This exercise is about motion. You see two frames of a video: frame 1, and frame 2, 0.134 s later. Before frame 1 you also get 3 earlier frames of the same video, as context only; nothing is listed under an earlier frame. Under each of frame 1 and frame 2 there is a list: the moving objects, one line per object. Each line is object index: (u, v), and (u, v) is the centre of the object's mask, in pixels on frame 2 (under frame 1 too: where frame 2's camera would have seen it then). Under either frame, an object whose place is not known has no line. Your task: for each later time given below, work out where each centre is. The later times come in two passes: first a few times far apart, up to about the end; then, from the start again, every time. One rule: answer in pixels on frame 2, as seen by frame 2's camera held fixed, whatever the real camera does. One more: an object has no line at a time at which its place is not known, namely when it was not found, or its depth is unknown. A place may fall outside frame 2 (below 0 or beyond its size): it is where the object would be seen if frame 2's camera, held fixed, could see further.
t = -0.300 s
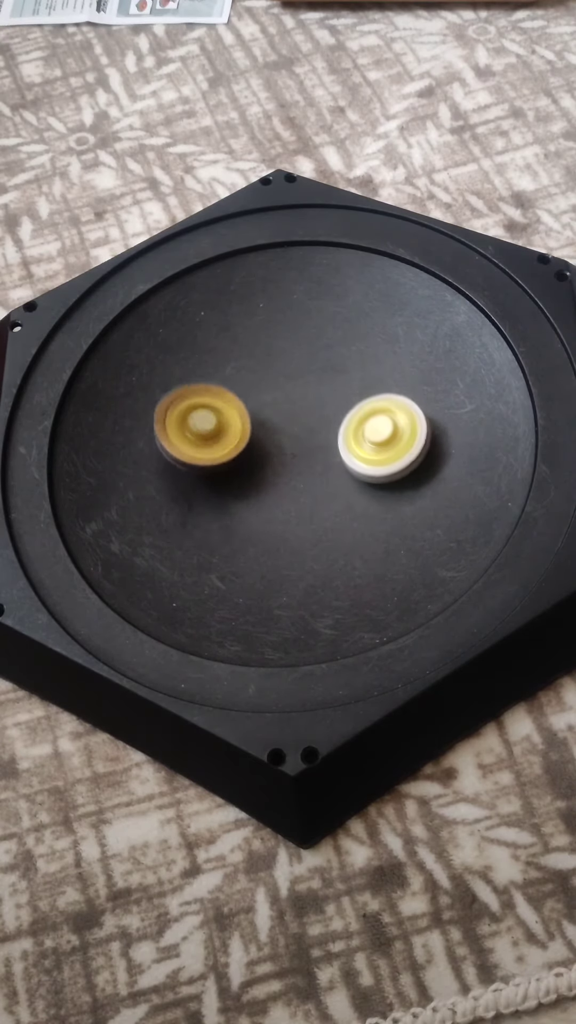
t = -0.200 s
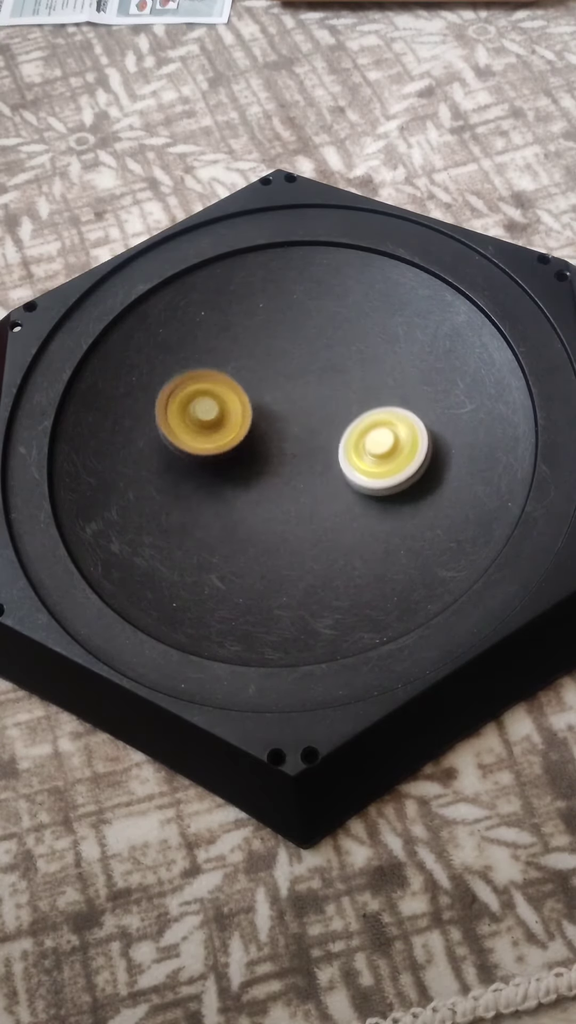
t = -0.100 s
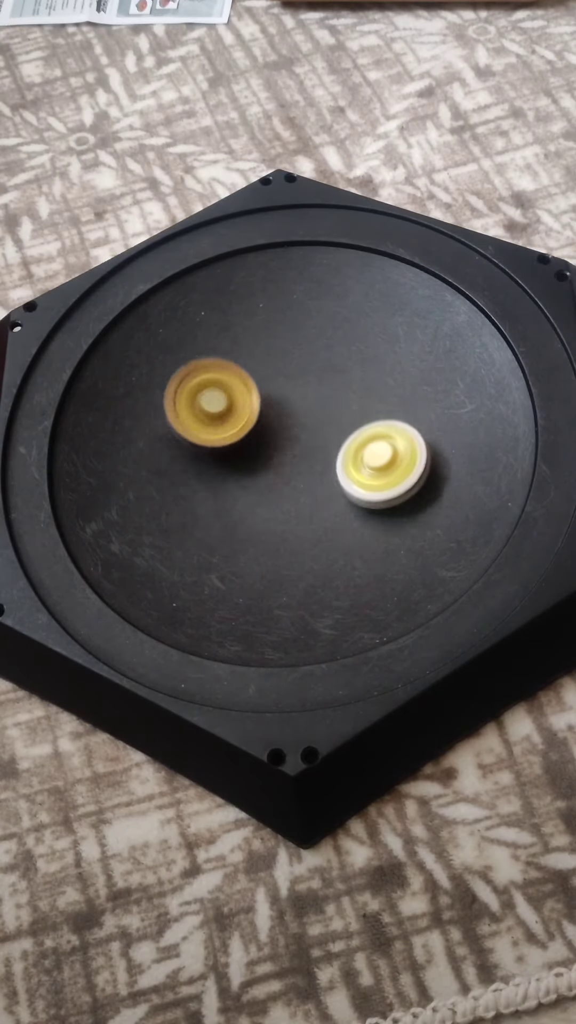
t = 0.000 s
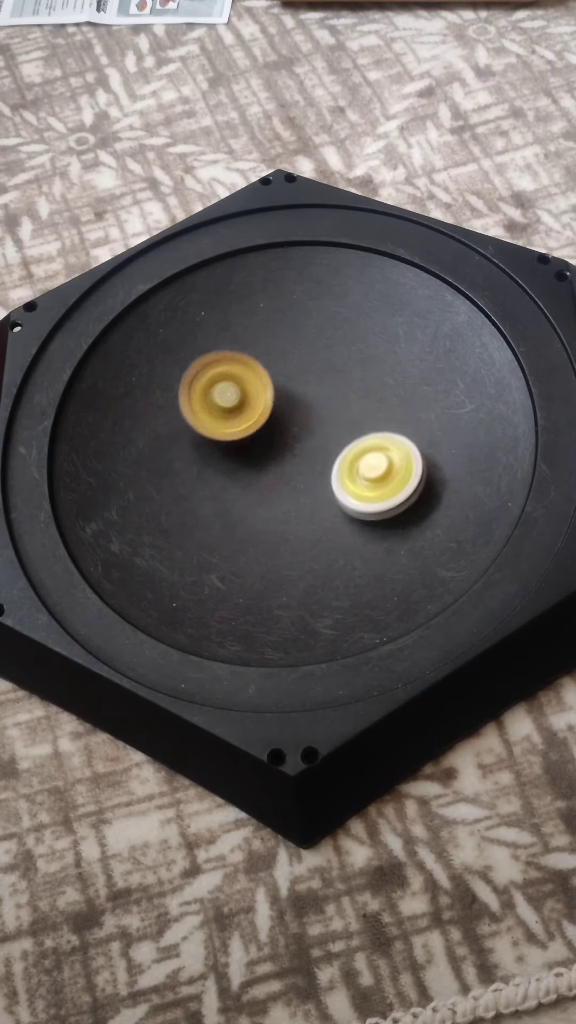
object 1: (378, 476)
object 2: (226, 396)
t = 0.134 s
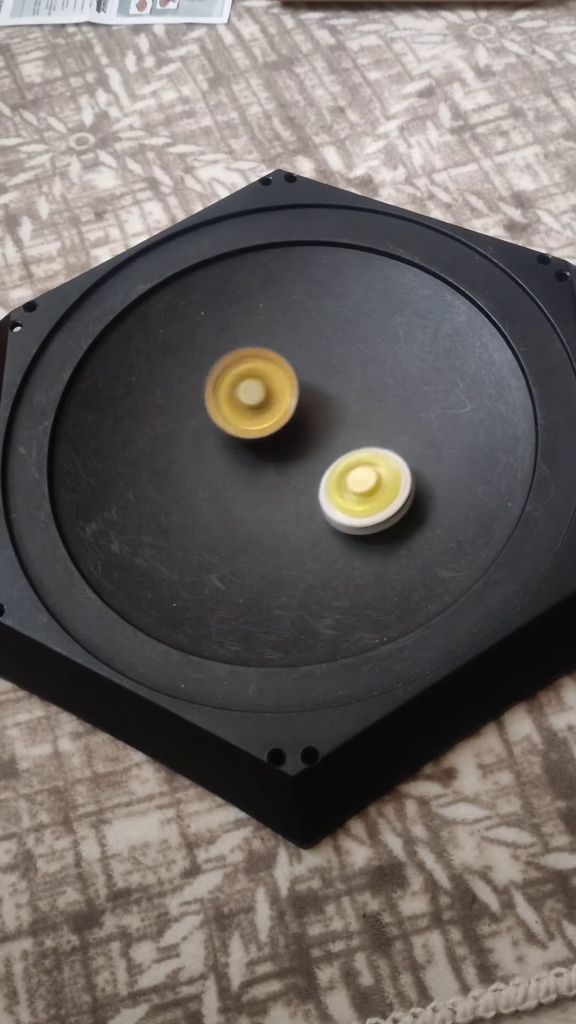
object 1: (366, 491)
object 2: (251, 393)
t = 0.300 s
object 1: (345, 507)
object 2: (288, 400)
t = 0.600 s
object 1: (294, 529)
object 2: (340, 436)
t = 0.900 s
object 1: (248, 524)
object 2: (353, 474)
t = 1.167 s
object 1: (217, 505)
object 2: (321, 492)
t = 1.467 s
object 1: (151, 450)
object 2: (344, 491)
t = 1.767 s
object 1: (137, 437)
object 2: (423, 447)
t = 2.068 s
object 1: (193, 427)
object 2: (419, 402)
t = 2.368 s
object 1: (277, 396)
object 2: (365, 378)
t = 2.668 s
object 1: (315, 339)
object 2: (375, 393)
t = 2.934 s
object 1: (354, 328)
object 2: (336, 412)
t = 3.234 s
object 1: (389, 368)
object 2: (288, 415)
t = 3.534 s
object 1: (400, 433)
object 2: (268, 383)
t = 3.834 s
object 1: (377, 500)
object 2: (276, 368)
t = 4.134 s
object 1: (319, 547)
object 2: (290, 397)
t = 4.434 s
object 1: (251, 554)
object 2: (277, 438)
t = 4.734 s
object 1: (197, 525)
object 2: (232, 447)
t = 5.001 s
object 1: (140, 438)
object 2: (336, 382)
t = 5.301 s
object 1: (161, 457)
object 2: (389, 307)
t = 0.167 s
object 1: (362, 494)
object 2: (259, 394)
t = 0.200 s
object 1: (358, 498)
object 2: (266, 394)
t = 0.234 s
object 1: (354, 501)
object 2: (273, 396)
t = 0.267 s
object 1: (350, 504)
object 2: (280, 398)
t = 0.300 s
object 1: (345, 507)
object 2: (288, 400)
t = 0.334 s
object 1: (340, 510)
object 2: (295, 403)
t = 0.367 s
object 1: (335, 513)
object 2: (301, 406)
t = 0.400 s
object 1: (330, 515)
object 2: (308, 411)
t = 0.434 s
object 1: (325, 518)
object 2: (314, 416)
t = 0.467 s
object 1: (319, 520)
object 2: (320, 421)
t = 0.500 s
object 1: (313, 522)
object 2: (325, 426)
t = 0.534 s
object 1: (308, 524)
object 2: (330, 432)
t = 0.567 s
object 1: (301, 527)
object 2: (336, 435)
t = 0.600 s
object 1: (294, 529)
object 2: (340, 436)
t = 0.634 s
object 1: (288, 530)
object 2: (344, 439)
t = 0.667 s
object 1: (283, 530)
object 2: (347, 444)
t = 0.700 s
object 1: (277, 530)
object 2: (350, 448)
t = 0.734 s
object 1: (272, 529)
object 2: (352, 452)
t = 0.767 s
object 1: (267, 529)
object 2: (354, 457)
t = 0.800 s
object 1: (262, 528)
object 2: (355, 461)
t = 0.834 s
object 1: (257, 527)
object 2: (355, 465)
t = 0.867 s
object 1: (253, 525)
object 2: (354, 470)
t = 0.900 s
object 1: (248, 524)
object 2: (353, 474)
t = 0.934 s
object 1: (243, 522)
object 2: (351, 478)
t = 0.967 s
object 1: (239, 520)
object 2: (348, 481)
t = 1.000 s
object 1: (234, 518)
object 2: (345, 484)
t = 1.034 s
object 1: (230, 516)
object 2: (341, 487)
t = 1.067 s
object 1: (227, 513)
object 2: (337, 488)
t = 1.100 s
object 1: (223, 510)
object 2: (332, 490)
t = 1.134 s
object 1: (220, 508)
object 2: (326, 491)
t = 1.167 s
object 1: (217, 505)
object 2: (321, 492)
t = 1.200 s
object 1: (214, 501)
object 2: (314, 492)
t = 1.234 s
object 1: (211, 498)
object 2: (308, 491)
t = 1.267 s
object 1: (208, 495)
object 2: (303, 490)
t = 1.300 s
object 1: (206, 491)
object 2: (297, 488)
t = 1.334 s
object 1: (203, 487)
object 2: (292, 486)
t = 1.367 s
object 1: (200, 483)
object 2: (289, 485)
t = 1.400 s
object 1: (194, 477)
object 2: (287, 483)
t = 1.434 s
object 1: (170, 463)
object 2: (316, 486)
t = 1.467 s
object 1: (151, 450)
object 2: (344, 491)
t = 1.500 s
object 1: (141, 442)
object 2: (365, 492)
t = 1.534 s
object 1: (137, 438)
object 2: (380, 490)
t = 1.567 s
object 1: (134, 437)
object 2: (392, 485)
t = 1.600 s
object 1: (132, 437)
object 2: (400, 477)
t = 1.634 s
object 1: (131, 437)
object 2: (407, 471)
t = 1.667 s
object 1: (131, 437)
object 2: (411, 465)
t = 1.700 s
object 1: (132, 437)
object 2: (416, 459)
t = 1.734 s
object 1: (134, 437)
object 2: (420, 452)
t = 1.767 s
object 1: (137, 437)
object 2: (423, 447)
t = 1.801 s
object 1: (141, 437)
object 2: (426, 441)
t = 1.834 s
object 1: (146, 437)
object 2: (428, 435)
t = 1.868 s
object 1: (152, 436)
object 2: (429, 430)
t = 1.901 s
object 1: (158, 435)
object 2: (430, 424)
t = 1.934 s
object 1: (164, 434)
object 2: (429, 419)
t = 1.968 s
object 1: (171, 433)
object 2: (428, 415)
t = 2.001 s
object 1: (178, 431)
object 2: (425, 410)
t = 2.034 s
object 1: (185, 429)
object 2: (422, 406)
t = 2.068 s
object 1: (193, 427)
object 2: (419, 402)
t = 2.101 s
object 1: (202, 424)
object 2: (415, 398)
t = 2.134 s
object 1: (210, 422)
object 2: (409, 396)
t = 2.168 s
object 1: (219, 418)
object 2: (404, 392)
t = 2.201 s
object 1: (229, 415)
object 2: (398, 389)
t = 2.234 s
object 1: (238, 411)
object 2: (392, 388)
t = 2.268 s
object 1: (248, 407)
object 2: (385, 385)
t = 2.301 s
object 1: (258, 403)
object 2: (379, 382)
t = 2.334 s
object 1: (268, 399)
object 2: (371, 381)
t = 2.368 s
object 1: (277, 396)
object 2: (365, 378)
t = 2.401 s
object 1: (276, 379)
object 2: (370, 376)
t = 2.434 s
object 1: (275, 370)
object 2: (383, 385)
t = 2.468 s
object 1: (278, 363)
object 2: (387, 390)
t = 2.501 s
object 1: (283, 358)
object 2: (387, 395)
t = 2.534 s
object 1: (289, 354)
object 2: (384, 396)
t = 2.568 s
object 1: (296, 351)
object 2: (382, 394)
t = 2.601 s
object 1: (303, 348)
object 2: (380, 393)
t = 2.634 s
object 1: (309, 343)
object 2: (378, 393)
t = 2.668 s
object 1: (315, 339)
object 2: (375, 393)
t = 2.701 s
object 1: (321, 335)
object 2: (372, 393)
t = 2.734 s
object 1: (326, 332)
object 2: (368, 394)
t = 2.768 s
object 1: (332, 328)
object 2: (363, 395)
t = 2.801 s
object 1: (338, 326)
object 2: (358, 396)
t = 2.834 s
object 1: (343, 324)
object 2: (352, 401)
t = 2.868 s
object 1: (347, 324)
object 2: (346, 407)
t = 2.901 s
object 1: (351, 326)
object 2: (341, 409)
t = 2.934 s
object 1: (354, 328)
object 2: (336, 412)
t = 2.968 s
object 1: (359, 331)
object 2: (331, 415)
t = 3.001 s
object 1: (363, 335)
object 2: (326, 416)
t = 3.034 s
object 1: (367, 338)
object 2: (321, 418)
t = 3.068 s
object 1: (371, 342)
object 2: (315, 419)
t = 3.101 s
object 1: (375, 347)
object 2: (310, 419)
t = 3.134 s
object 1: (379, 352)
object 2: (304, 419)
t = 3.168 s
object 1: (382, 357)
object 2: (299, 418)
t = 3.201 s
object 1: (386, 362)
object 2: (294, 417)
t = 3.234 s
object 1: (389, 368)
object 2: (288, 415)
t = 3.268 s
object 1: (391, 374)
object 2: (285, 412)
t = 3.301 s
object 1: (394, 381)
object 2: (281, 409)
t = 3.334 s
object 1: (396, 388)
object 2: (278, 406)
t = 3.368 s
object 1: (398, 395)
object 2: (275, 402)
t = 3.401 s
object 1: (399, 402)
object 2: (273, 397)
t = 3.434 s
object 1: (400, 409)
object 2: (271, 394)
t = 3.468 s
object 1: (401, 417)
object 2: (270, 391)
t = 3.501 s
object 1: (401, 425)
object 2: (269, 387)
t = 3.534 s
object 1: (400, 433)
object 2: (268, 383)
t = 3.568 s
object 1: (400, 441)
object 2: (267, 379)
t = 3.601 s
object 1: (399, 448)
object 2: (267, 375)
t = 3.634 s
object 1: (397, 456)
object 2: (267, 373)
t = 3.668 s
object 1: (395, 463)
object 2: (268, 370)
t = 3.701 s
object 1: (392, 471)
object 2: (269, 369)
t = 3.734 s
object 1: (389, 479)
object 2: (270, 368)
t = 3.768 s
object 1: (386, 487)
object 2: (272, 367)
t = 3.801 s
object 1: (382, 494)
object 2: (274, 368)
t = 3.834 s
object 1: (377, 500)
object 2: (276, 368)
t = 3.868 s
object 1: (372, 507)
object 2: (278, 370)
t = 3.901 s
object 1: (366, 513)
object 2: (280, 372)
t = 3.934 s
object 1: (360, 519)
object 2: (281, 375)
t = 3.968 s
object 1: (354, 525)
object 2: (284, 378)
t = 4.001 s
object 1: (348, 530)
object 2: (285, 381)
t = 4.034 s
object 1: (341, 535)
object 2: (287, 385)
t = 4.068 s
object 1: (333, 539)
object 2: (288, 389)
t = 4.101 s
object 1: (326, 543)
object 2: (289, 394)
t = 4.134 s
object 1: (319, 547)
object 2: (290, 397)
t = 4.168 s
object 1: (311, 550)
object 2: (289, 402)
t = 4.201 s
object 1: (304, 553)
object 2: (290, 407)
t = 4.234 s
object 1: (296, 554)
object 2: (290, 412)
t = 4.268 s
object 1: (288, 555)
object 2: (289, 415)
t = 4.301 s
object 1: (281, 556)
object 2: (288, 421)
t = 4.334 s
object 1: (273, 556)
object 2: (286, 426)
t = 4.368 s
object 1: (266, 556)
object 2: (284, 430)
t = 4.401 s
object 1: (258, 556)
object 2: (281, 435)
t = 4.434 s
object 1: (251, 554)
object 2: (277, 438)
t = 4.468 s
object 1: (244, 553)
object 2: (271, 442)
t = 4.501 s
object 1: (237, 551)
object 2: (267, 444)
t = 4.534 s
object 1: (230, 548)
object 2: (262, 446)
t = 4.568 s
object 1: (224, 545)
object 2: (257, 448)
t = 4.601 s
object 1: (218, 541)
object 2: (252, 449)
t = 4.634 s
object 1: (212, 538)
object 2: (246, 449)
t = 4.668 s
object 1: (207, 534)
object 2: (241, 449)
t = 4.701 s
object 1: (202, 530)
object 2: (236, 448)
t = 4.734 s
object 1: (197, 525)
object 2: (232, 447)
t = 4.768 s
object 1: (194, 518)
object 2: (231, 444)
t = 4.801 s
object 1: (186, 506)
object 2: (236, 437)
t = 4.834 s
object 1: (172, 488)
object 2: (257, 429)
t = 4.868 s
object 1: (162, 480)
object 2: (275, 423)
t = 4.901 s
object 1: (153, 464)
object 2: (291, 413)
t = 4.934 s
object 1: (145, 453)
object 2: (307, 406)
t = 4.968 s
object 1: (141, 444)
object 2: (324, 395)
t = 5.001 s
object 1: (140, 438)
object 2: (336, 382)
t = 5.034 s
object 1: (140, 436)
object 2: (348, 370)
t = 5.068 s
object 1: (143, 436)
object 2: (357, 357)
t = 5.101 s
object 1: (146, 439)
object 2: (366, 342)
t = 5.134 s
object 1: (148, 442)
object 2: (375, 330)
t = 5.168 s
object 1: (152, 446)
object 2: (382, 319)
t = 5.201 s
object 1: (155, 449)
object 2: (387, 312)
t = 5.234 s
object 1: (157, 452)
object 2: (391, 309)
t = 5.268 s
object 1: (159, 455)
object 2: (391, 308)
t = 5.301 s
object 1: (161, 457)
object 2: (389, 307)
